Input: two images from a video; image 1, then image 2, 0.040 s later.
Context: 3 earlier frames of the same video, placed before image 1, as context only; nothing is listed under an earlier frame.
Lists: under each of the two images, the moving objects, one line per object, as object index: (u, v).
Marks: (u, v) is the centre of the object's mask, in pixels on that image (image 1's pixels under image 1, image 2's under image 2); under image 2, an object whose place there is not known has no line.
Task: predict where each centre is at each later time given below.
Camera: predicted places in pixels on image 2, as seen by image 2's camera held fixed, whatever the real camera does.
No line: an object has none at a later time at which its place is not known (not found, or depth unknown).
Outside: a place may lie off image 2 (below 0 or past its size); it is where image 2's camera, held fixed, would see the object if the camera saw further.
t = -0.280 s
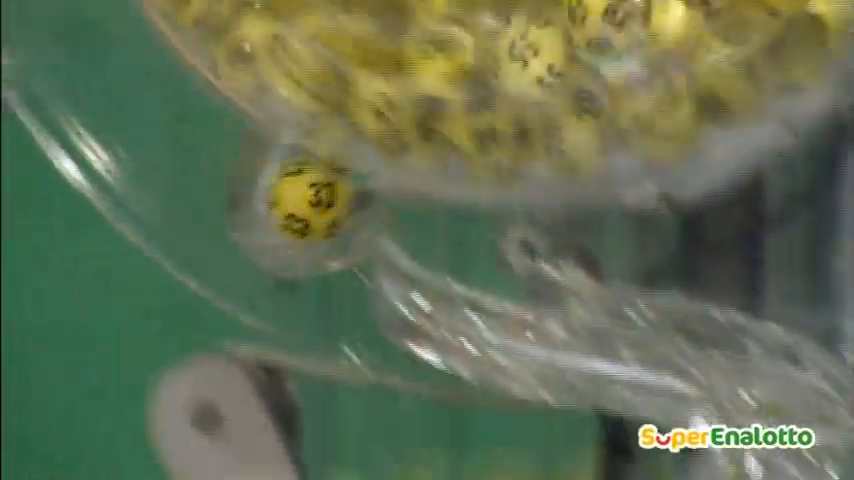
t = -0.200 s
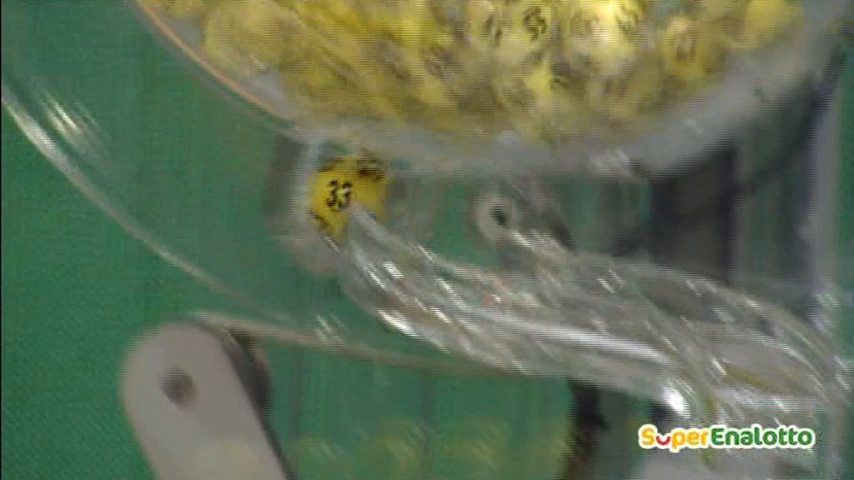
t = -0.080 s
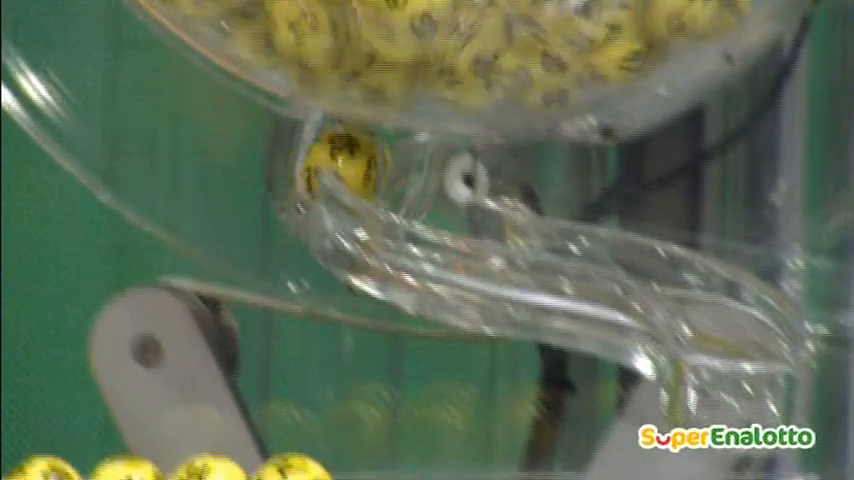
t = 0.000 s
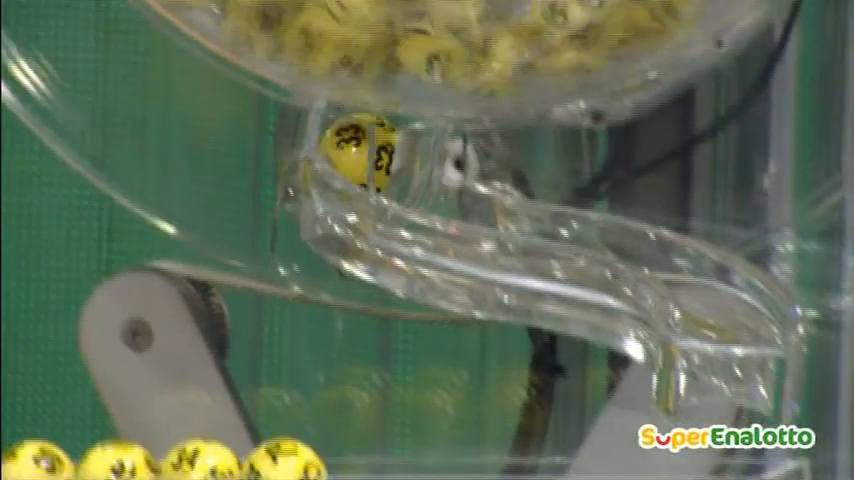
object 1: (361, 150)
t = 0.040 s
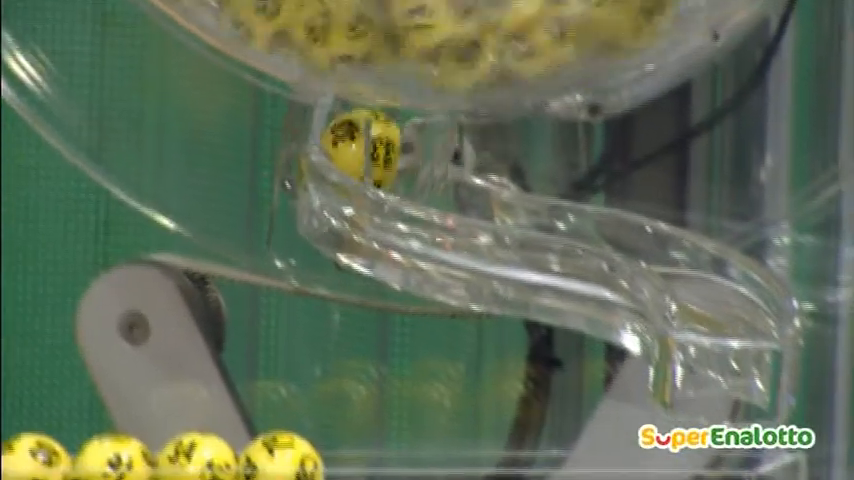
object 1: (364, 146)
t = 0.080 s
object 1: (371, 150)
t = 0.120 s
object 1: (379, 153)
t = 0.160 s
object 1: (387, 156)
